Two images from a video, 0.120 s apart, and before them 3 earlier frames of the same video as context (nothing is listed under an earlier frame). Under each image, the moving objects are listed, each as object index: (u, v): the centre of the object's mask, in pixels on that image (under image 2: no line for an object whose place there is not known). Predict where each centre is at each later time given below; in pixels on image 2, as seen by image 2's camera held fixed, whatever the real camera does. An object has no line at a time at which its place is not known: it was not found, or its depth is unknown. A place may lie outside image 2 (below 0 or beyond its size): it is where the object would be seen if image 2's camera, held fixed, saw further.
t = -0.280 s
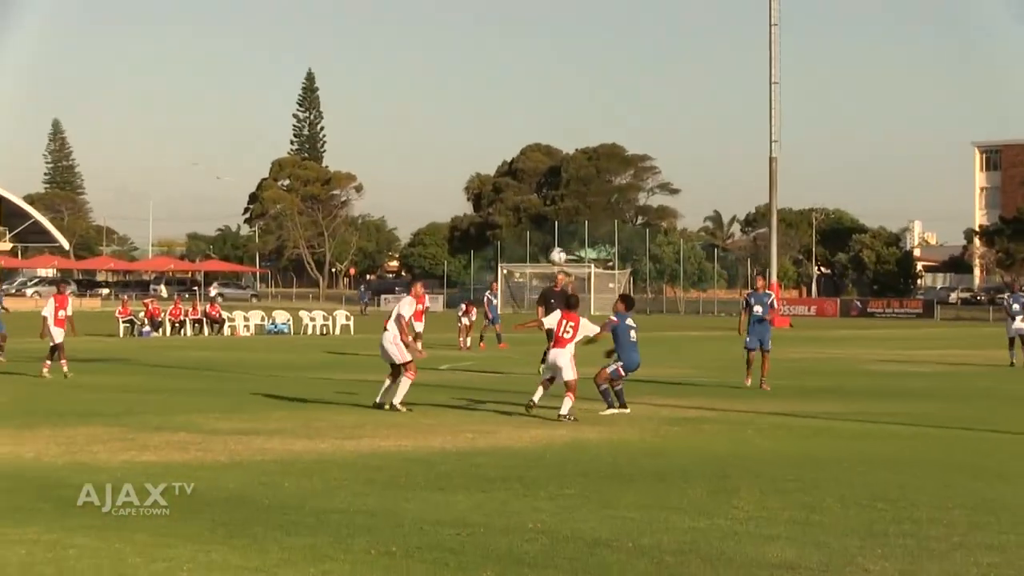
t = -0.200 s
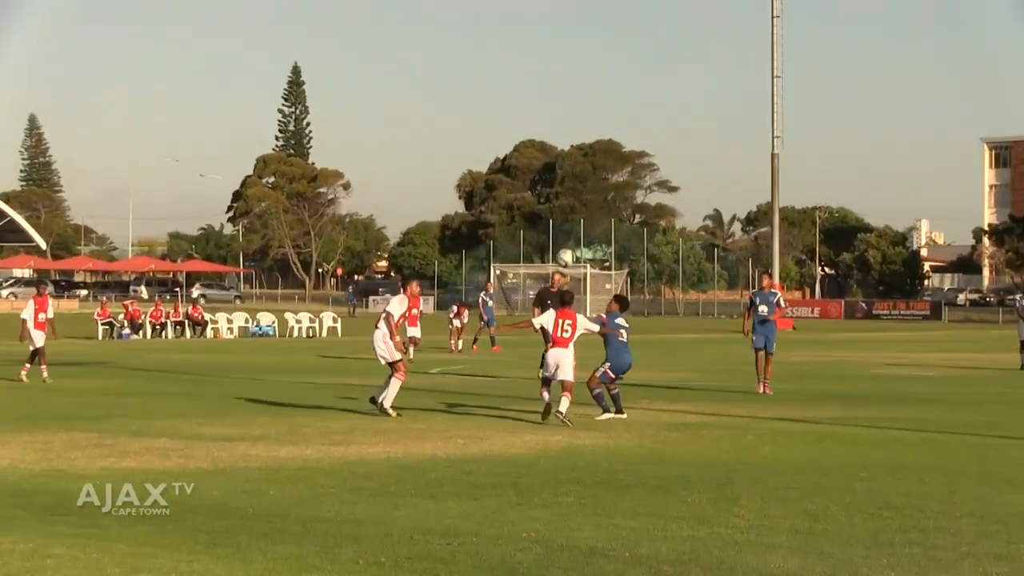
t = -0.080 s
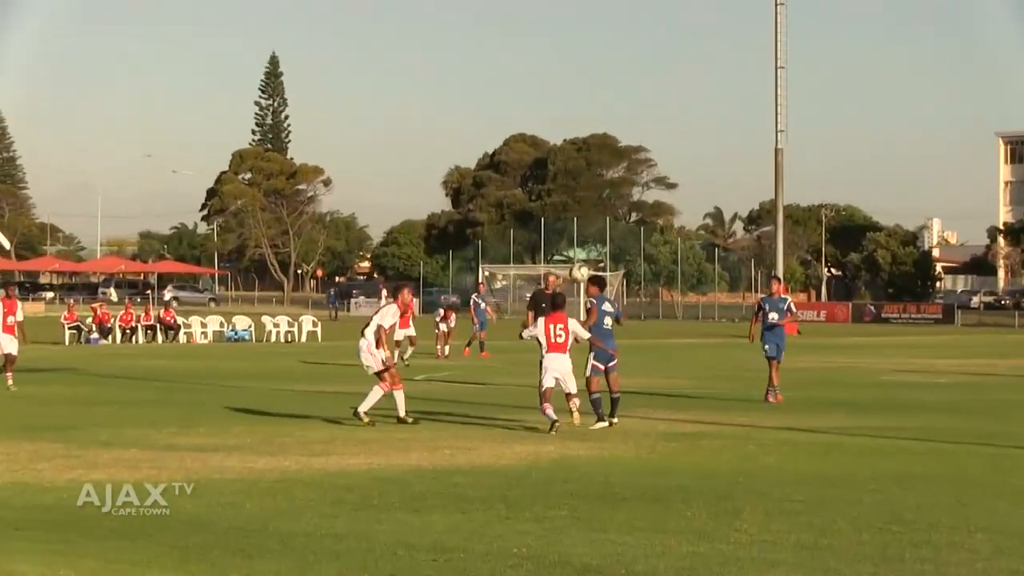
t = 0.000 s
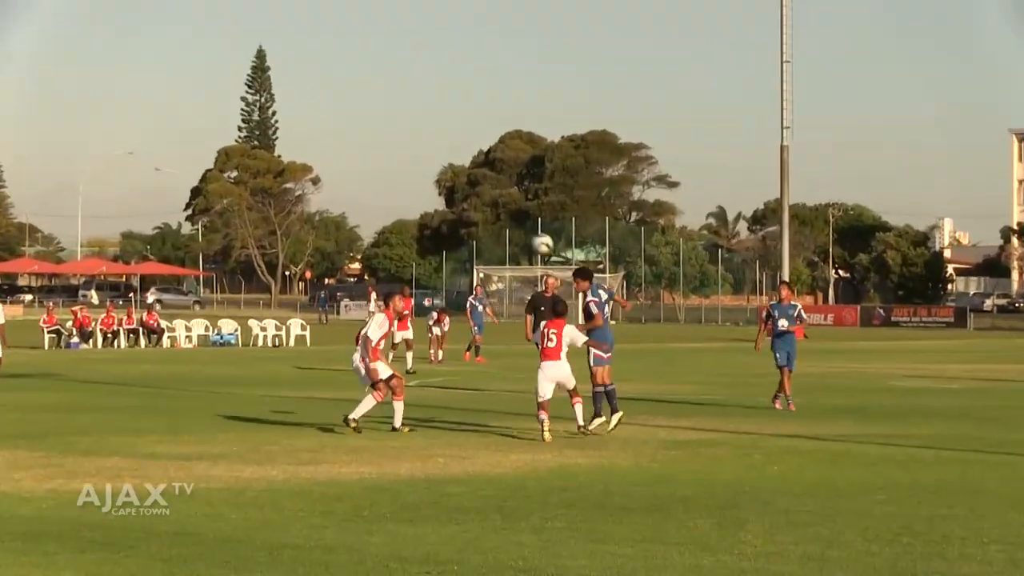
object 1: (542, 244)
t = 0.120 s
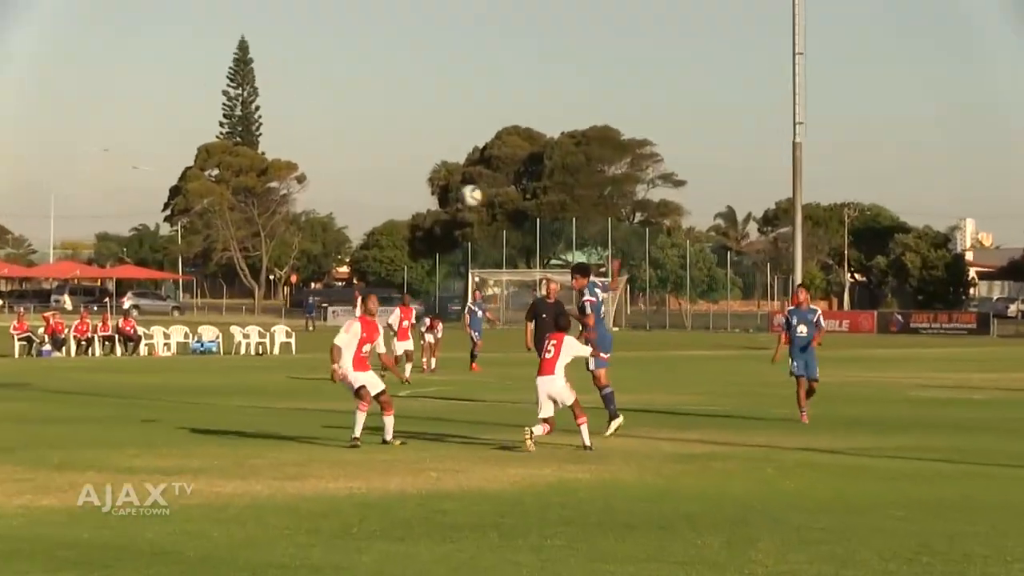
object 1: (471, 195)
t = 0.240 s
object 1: (389, 155)
